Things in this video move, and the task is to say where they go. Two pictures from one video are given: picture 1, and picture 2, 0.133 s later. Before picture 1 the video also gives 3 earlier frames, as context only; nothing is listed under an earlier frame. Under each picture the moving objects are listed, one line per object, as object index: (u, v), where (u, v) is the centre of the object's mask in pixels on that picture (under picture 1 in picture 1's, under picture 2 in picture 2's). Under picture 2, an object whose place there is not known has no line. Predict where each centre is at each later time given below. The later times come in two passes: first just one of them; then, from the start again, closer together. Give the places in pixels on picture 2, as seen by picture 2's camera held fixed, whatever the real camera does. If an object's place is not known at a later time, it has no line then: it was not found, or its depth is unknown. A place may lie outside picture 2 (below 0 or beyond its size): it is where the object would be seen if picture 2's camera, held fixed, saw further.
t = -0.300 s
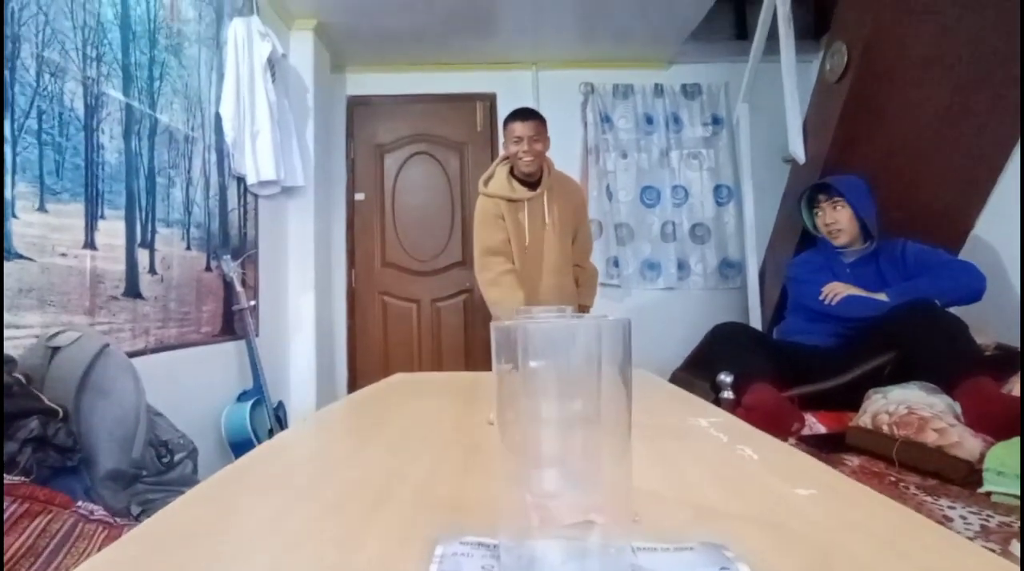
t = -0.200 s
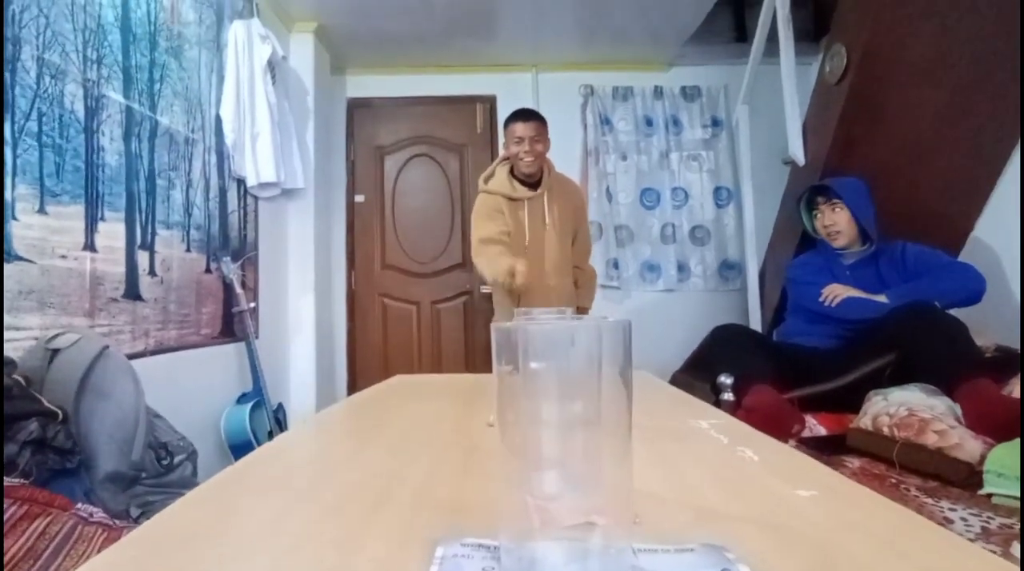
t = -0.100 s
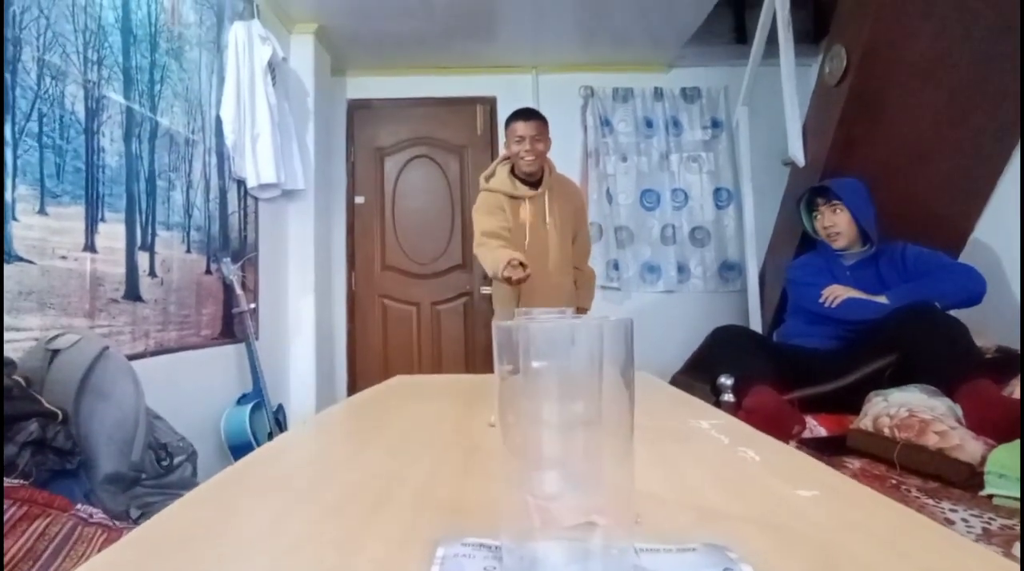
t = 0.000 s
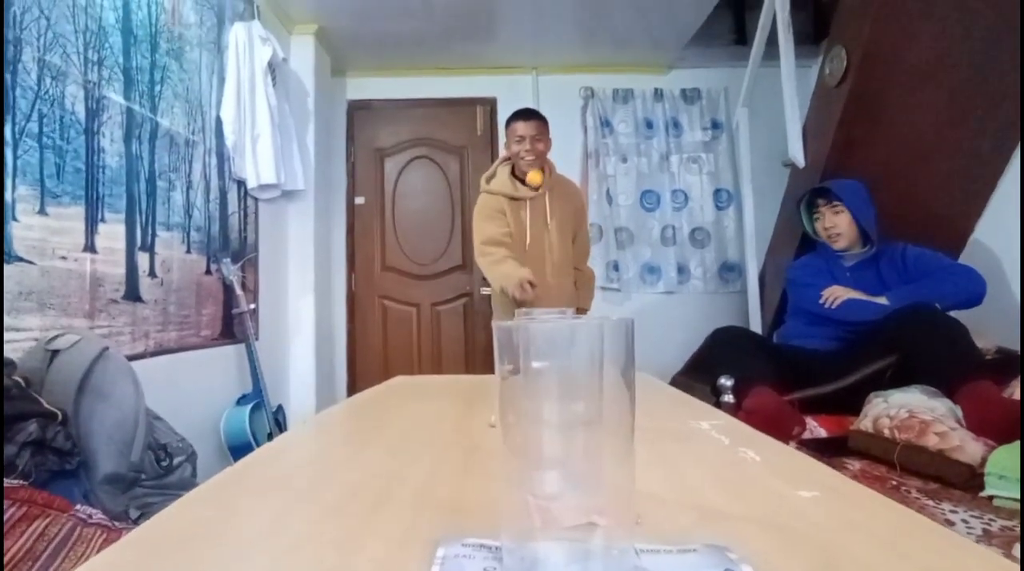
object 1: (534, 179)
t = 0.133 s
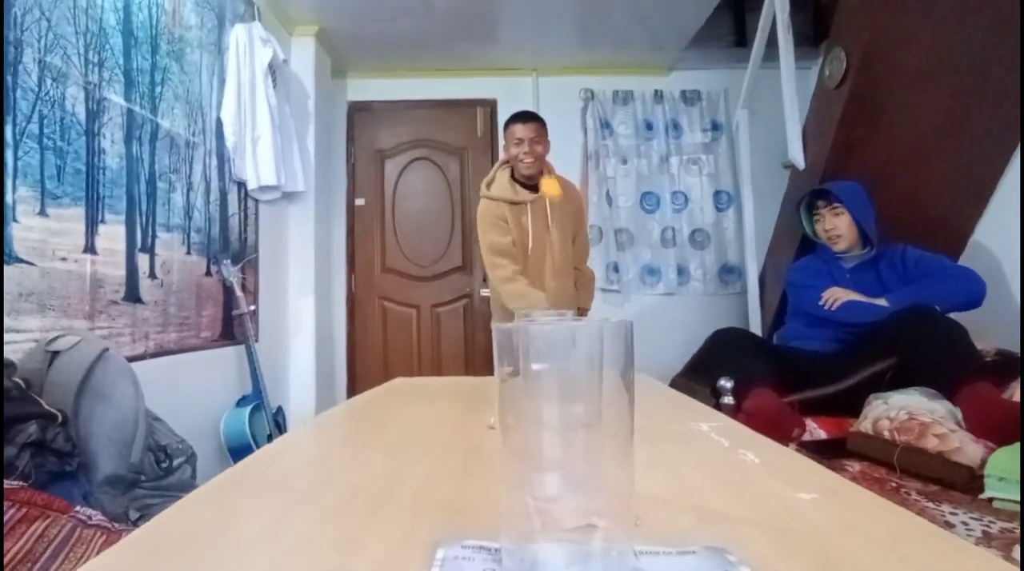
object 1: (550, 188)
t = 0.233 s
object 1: (569, 269)
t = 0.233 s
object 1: (569, 269)
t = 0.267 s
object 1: (576, 301)
